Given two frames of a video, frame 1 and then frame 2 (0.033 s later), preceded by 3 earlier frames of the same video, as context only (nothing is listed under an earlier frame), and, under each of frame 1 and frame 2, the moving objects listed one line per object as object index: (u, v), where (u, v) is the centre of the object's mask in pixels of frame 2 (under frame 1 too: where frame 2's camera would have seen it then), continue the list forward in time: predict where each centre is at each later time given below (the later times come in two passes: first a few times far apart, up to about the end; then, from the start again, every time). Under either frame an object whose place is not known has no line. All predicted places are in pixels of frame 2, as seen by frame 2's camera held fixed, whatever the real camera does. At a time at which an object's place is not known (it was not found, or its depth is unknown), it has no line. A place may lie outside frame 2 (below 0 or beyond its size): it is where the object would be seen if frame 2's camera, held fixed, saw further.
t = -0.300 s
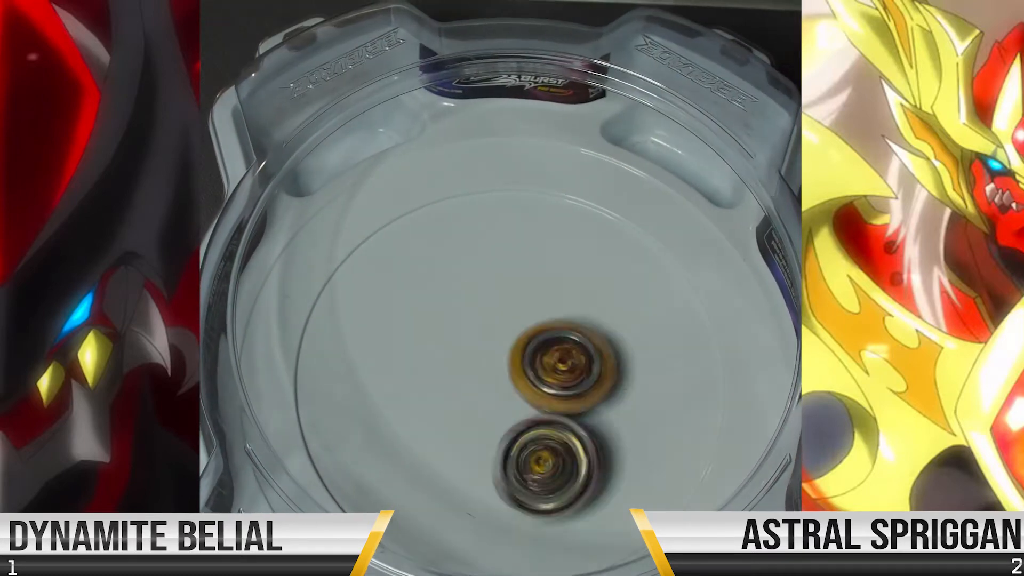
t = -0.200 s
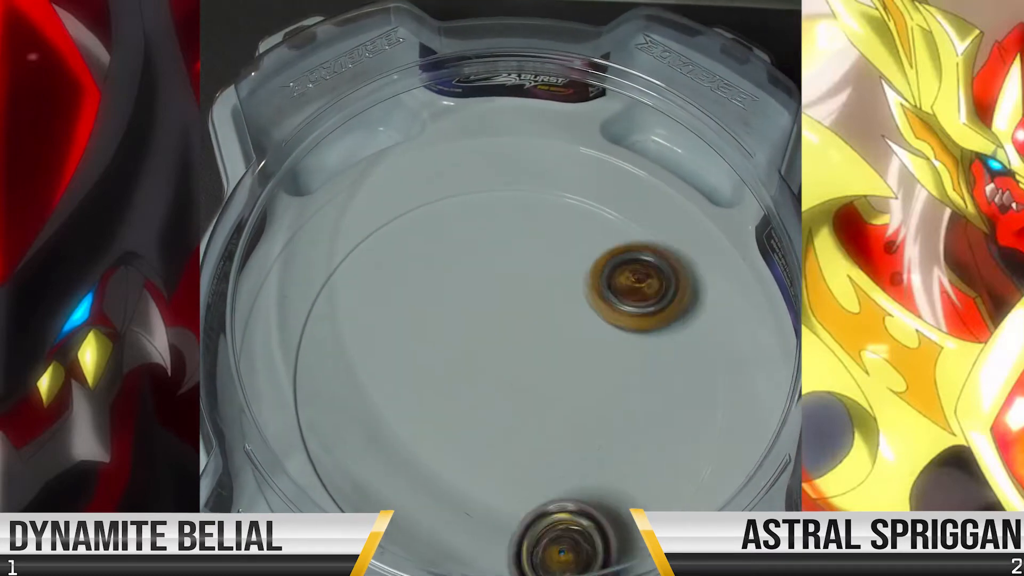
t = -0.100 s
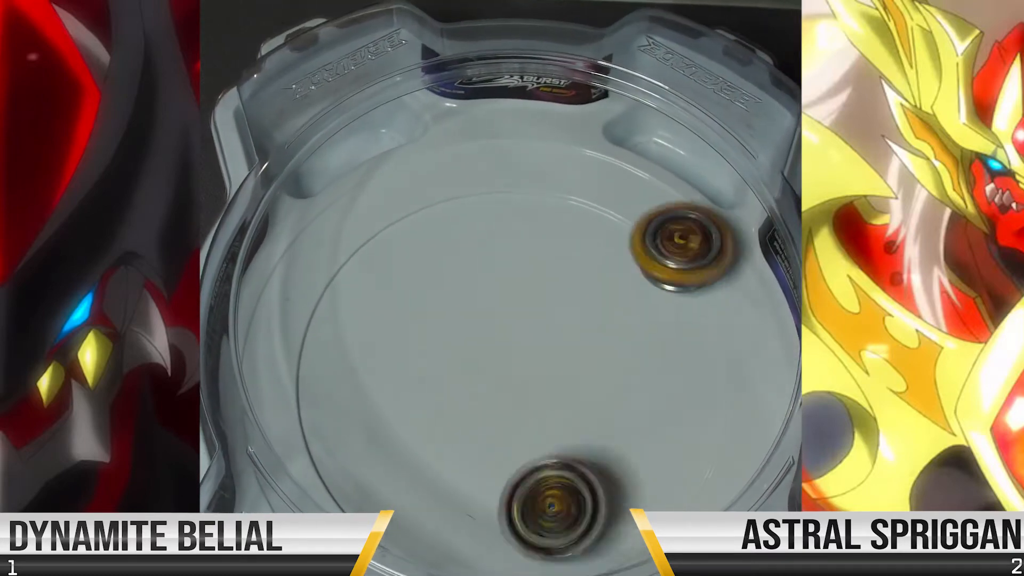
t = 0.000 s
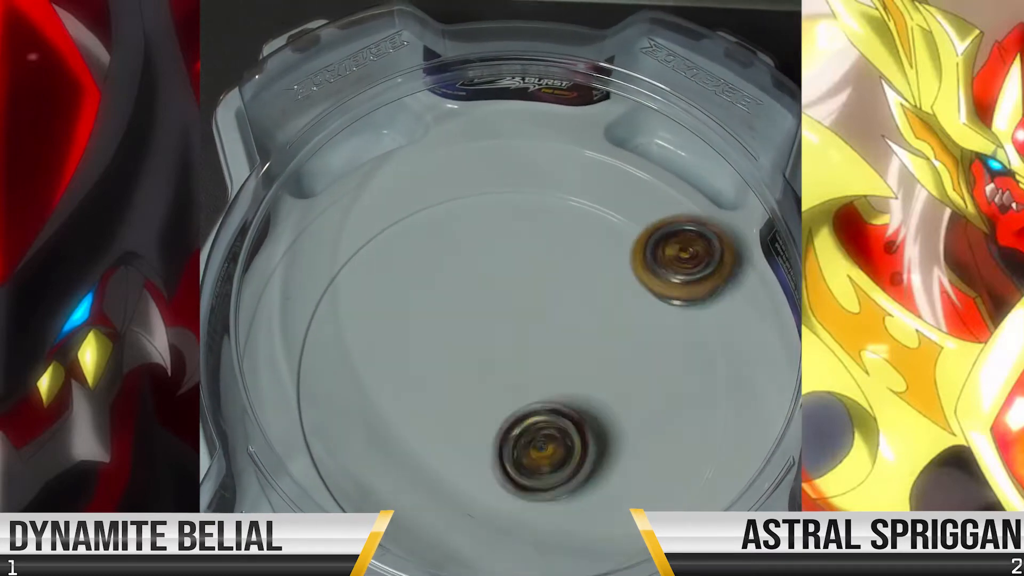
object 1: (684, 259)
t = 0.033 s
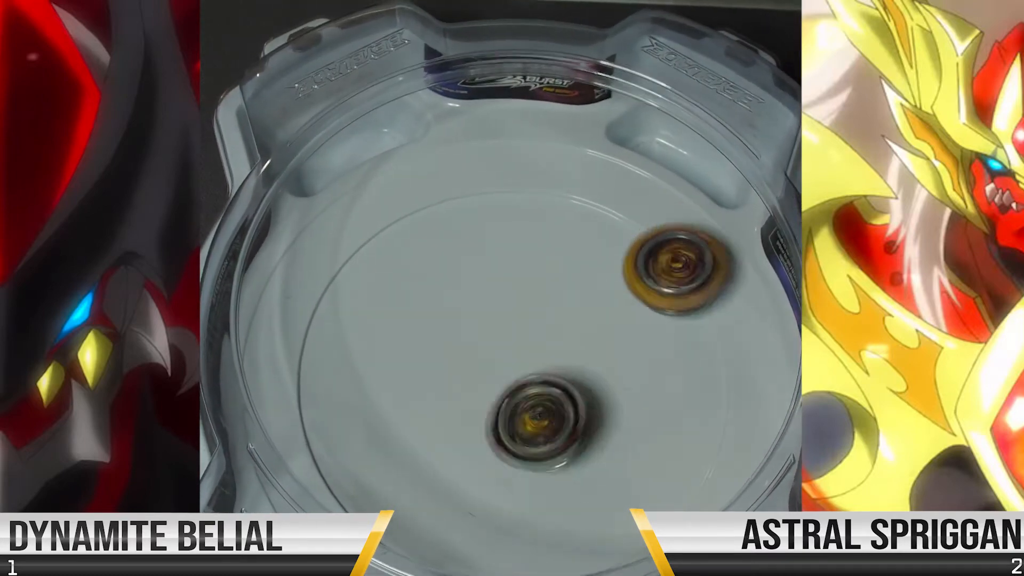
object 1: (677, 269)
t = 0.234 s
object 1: (631, 395)
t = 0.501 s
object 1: (539, 465)
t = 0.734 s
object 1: (508, 305)
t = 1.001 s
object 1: (560, 284)
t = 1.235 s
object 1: (568, 380)
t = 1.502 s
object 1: (498, 378)
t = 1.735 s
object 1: (474, 327)
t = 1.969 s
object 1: (501, 320)
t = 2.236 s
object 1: (419, 369)
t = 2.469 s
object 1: (445, 356)
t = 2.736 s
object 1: (426, 409)
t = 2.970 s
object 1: (470, 397)
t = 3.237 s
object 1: (463, 404)
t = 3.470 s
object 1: (420, 368)
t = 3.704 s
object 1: (445, 365)
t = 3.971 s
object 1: (470, 369)
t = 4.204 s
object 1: (471, 401)
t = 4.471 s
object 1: (442, 457)
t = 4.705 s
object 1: (457, 431)
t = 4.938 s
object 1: (465, 408)
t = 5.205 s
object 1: (502, 427)
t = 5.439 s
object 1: (536, 431)
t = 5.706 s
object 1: (558, 437)
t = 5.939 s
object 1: (544, 407)
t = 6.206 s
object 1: (547, 415)
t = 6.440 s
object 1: (595, 424)
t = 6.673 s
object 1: (624, 398)
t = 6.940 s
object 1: (541, 395)
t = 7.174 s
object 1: (518, 394)
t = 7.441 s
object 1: (519, 417)
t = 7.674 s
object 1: (519, 447)
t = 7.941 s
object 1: (526, 412)
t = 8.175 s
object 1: (545, 389)
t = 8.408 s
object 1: (550, 406)
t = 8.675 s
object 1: (585, 440)
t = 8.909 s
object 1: (583, 452)
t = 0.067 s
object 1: (666, 287)
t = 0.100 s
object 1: (652, 302)
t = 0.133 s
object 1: (635, 324)
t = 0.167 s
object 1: (625, 347)
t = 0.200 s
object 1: (629, 370)
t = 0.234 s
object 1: (631, 395)
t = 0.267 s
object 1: (629, 416)
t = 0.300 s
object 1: (625, 436)
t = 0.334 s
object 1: (617, 452)
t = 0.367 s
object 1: (607, 464)
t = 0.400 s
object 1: (592, 472)
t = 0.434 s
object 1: (577, 473)
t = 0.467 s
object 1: (558, 471)
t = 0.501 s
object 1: (539, 465)
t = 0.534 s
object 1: (520, 452)
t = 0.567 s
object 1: (507, 429)
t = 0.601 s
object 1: (505, 403)
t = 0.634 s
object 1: (503, 375)
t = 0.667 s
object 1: (504, 349)
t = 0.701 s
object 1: (506, 326)
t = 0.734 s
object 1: (508, 305)
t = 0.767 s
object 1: (512, 287)
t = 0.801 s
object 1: (518, 274)
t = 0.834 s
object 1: (525, 265)
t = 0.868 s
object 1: (533, 260)
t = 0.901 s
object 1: (542, 260)
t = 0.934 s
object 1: (549, 264)
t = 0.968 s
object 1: (557, 271)
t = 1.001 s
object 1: (560, 284)
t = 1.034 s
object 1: (563, 299)
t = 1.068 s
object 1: (565, 314)
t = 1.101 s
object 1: (567, 328)
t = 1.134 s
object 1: (567, 343)
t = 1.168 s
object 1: (567, 357)
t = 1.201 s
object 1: (568, 369)
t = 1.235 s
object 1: (568, 380)
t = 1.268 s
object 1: (566, 389)
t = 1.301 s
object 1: (561, 395)
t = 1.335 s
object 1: (554, 397)
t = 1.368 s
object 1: (543, 398)
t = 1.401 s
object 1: (532, 395)
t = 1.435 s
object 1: (519, 390)
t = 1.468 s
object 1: (508, 384)
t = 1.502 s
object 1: (498, 378)
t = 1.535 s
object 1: (490, 373)
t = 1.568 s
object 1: (485, 368)
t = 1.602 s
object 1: (480, 360)
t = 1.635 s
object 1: (476, 351)
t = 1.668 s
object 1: (475, 343)
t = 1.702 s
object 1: (474, 334)
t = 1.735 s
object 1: (474, 327)
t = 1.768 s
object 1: (476, 319)
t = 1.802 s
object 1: (481, 313)
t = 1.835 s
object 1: (487, 310)
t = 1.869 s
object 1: (491, 310)
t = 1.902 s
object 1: (494, 312)
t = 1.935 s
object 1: (497, 315)
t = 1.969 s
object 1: (501, 320)
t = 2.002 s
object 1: (504, 328)
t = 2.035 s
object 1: (505, 339)
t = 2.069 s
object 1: (503, 348)
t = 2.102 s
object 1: (486, 352)
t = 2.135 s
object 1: (465, 358)
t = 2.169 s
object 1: (443, 362)
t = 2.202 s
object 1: (428, 365)
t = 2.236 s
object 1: (419, 369)
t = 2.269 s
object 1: (411, 372)
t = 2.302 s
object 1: (410, 371)
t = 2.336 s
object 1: (412, 371)
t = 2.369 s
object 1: (416, 369)
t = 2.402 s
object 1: (426, 366)
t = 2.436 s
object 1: (436, 363)
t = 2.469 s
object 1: (445, 356)
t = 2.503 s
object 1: (458, 351)
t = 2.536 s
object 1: (445, 361)
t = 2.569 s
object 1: (434, 372)
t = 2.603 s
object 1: (426, 384)
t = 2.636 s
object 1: (421, 392)
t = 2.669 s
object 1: (420, 401)
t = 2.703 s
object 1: (420, 405)
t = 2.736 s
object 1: (426, 409)
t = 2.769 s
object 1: (428, 410)
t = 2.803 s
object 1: (436, 410)
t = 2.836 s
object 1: (441, 407)
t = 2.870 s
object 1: (449, 404)
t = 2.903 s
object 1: (455, 401)
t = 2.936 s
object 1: (464, 398)
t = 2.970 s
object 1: (470, 397)
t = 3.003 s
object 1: (479, 396)
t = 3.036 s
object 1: (485, 396)
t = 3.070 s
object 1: (486, 398)
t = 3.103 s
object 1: (478, 402)
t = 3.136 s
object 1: (472, 404)
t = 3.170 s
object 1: (468, 405)
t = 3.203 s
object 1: (465, 404)
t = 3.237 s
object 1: (463, 404)
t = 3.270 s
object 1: (464, 402)
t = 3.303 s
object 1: (463, 400)
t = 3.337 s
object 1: (446, 394)
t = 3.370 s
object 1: (433, 388)
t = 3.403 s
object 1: (422, 380)
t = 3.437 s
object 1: (418, 375)
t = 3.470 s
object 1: (420, 368)
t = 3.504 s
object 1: (423, 365)
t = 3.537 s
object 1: (433, 363)
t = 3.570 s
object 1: (444, 359)
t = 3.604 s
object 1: (449, 361)
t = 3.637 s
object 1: (445, 362)
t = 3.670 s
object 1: (444, 363)
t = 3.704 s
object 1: (445, 365)
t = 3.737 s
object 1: (452, 368)
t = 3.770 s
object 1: (461, 366)
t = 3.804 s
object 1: (467, 364)
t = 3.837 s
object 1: (476, 362)
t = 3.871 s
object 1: (483, 360)
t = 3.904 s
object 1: (481, 359)
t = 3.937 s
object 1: (475, 363)
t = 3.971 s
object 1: (470, 369)
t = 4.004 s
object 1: (469, 377)
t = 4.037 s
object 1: (469, 383)
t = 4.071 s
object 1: (467, 389)
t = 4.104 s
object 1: (467, 394)
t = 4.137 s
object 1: (469, 399)
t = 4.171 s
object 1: (471, 400)
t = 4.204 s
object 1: (471, 401)
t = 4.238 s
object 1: (472, 402)
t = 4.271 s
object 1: (473, 403)
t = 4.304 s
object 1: (475, 403)
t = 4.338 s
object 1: (475, 403)
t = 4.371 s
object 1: (469, 414)
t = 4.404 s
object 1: (458, 432)
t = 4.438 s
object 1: (449, 447)
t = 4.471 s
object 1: (442, 457)
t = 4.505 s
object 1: (439, 463)
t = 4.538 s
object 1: (439, 464)
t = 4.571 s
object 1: (443, 462)
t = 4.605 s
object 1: (449, 456)
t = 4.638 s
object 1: (455, 445)
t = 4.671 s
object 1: (460, 434)
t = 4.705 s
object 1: (457, 431)
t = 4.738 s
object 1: (454, 429)
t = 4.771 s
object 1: (455, 425)
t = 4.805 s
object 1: (457, 420)
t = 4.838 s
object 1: (460, 415)
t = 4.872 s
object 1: (464, 410)
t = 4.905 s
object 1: (467, 407)
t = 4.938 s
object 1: (465, 408)
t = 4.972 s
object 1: (465, 410)
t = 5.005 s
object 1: (468, 410)
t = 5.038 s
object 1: (471, 410)
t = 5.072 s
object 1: (475, 409)
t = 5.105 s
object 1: (483, 408)
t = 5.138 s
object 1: (490, 406)
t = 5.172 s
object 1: (495, 415)
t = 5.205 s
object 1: (502, 427)
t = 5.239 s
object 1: (511, 435)
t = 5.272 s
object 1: (517, 440)
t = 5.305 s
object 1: (523, 442)
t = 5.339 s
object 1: (528, 442)
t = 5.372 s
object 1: (532, 440)
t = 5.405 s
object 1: (535, 436)
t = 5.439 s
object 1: (536, 431)
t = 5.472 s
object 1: (537, 426)
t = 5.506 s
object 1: (542, 426)
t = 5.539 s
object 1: (552, 437)
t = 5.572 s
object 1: (558, 444)
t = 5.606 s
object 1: (561, 446)
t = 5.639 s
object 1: (562, 446)
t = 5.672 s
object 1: (561, 442)
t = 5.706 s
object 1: (558, 437)
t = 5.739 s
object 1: (553, 431)
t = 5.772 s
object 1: (547, 423)
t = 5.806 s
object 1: (540, 415)
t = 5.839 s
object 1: (532, 408)
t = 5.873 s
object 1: (526, 402)
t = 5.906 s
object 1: (530, 402)
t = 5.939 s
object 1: (544, 407)
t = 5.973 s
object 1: (556, 412)
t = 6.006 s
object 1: (563, 414)
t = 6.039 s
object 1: (566, 415)
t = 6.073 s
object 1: (566, 416)
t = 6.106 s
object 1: (563, 416)
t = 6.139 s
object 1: (558, 416)
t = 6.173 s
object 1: (553, 416)
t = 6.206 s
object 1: (547, 415)
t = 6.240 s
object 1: (542, 415)
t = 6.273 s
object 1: (538, 415)
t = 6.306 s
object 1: (535, 414)
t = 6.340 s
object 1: (532, 409)
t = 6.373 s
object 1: (540, 408)
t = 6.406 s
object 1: (569, 417)
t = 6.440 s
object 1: (595, 424)
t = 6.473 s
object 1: (615, 426)
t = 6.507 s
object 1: (629, 424)
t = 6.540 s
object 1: (638, 420)
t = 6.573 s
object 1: (641, 416)
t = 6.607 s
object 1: (640, 410)
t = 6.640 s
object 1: (633, 405)
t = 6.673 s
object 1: (624, 398)
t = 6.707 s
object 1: (610, 392)
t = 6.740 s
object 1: (594, 387)
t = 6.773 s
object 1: (577, 383)
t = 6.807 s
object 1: (560, 379)
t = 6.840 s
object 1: (547, 382)
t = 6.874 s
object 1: (544, 388)
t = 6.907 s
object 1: (542, 391)
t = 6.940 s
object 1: (541, 395)
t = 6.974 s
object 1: (536, 399)
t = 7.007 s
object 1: (532, 399)
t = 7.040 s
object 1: (528, 398)
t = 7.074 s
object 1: (524, 395)
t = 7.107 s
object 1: (522, 392)
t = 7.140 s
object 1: (520, 393)
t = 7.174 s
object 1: (518, 394)
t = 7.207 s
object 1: (517, 395)
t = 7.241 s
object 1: (519, 397)
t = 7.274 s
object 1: (518, 400)
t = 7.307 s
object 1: (518, 401)
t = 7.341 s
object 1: (519, 406)
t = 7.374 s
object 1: (519, 410)
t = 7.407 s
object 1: (519, 414)
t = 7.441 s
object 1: (519, 417)
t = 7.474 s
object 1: (519, 420)
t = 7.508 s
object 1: (517, 421)
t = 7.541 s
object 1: (518, 422)
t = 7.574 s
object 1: (518, 422)
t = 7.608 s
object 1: (518, 431)
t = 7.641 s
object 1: (518, 441)
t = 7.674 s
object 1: (519, 447)
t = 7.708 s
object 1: (519, 448)
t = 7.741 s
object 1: (518, 447)
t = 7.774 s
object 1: (519, 444)
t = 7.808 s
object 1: (521, 439)
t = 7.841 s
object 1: (521, 434)
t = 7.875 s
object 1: (521, 429)
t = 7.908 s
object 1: (525, 420)
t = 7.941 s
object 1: (526, 412)
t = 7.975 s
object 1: (528, 404)
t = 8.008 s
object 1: (532, 404)
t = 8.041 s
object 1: (539, 403)
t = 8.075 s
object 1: (545, 401)
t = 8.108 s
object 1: (546, 399)
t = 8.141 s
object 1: (547, 394)
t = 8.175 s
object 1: (545, 389)
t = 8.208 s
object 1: (549, 389)
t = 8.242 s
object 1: (553, 397)
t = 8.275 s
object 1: (555, 402)
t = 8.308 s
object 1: (554, 405)
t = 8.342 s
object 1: (554, 406)
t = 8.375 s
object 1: (553, 405)
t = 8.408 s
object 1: (550, 406)
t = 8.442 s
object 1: (548, 405)
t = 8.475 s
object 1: (547, 405)
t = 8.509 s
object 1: (544, 405)
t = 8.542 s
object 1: (543, 406)
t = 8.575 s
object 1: (541, 405)
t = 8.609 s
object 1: (554, 414)
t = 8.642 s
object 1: (574, 429)
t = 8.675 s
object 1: (585, 440)
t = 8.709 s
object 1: (592, 447)
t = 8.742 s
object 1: (597, 455)
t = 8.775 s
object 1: (597, 458)
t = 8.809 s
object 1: (596, 460)
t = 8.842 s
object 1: (593, 458)
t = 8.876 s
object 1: (587, 456)
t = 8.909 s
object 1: (583, 452)
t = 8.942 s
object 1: (574, 446)
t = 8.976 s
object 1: (566, 439)
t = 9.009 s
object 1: (557, 431)
